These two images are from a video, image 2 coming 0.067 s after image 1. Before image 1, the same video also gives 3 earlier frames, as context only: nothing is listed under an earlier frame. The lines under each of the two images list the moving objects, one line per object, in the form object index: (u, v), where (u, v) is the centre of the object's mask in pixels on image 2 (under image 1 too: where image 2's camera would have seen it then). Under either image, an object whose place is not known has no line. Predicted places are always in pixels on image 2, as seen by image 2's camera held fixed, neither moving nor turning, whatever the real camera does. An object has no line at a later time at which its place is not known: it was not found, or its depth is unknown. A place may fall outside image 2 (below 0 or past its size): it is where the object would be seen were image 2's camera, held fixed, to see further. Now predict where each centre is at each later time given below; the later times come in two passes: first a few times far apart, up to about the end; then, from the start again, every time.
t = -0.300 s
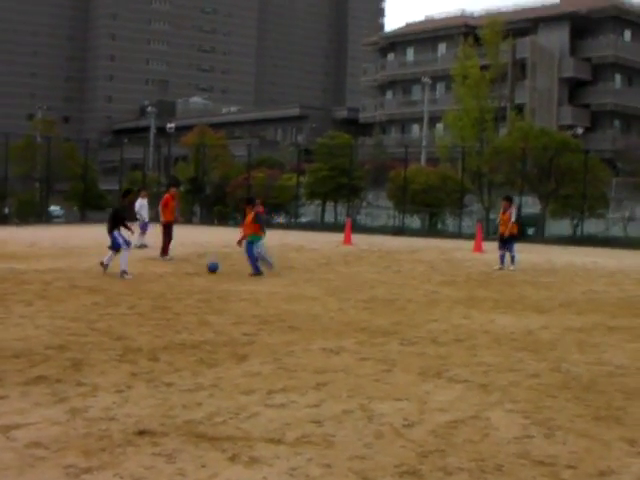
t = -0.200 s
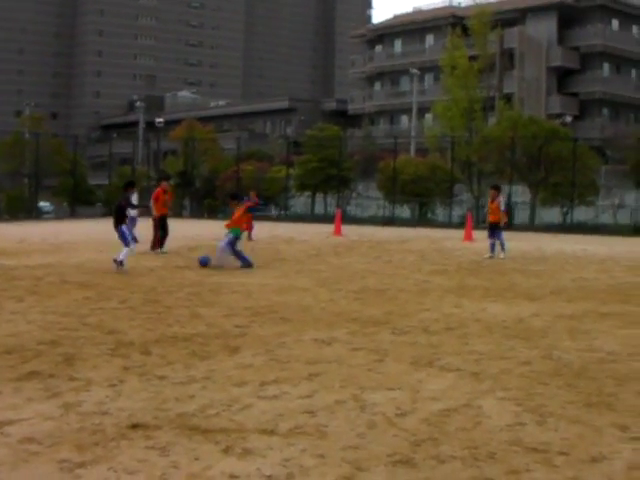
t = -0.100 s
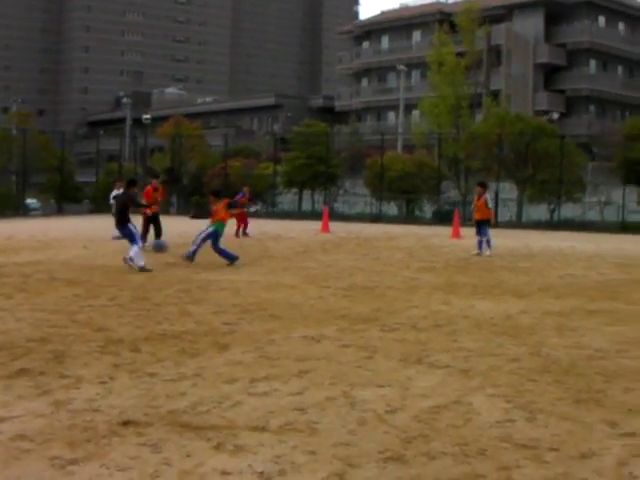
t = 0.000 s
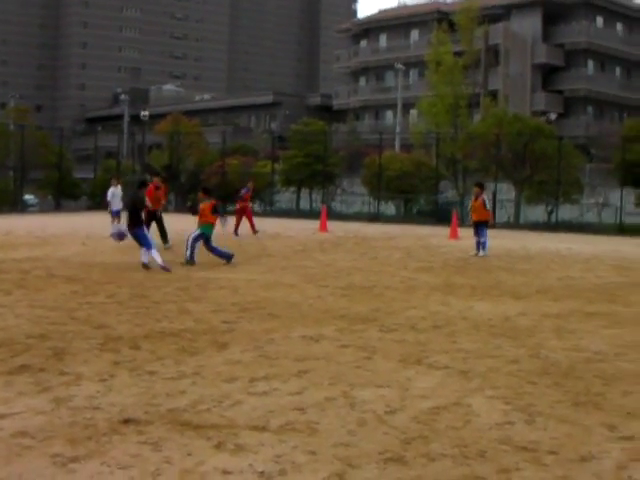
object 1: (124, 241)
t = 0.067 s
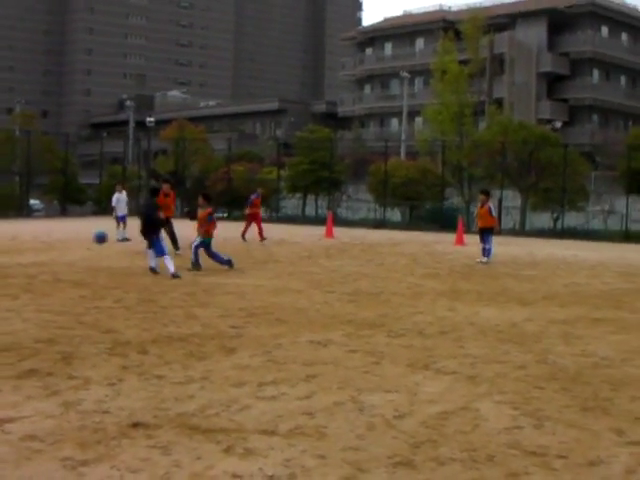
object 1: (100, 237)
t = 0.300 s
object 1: (4, 252)
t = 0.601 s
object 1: (-92, 252)
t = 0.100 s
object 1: (87, 237)
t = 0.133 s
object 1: (74, 237)
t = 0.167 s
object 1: (61, 239)
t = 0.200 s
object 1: (47, 241)
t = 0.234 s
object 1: (33, 244)
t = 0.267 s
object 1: (18, 248)
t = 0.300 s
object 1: (4, 252)
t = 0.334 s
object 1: (-11, 258)
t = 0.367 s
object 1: (-26, 264)
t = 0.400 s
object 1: (-37, 264)
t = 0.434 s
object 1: (-45, 260)
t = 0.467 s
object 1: (-54, 257)
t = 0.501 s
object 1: (-63, 255)
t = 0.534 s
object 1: (-72, 254)
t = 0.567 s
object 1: (-82, 252)
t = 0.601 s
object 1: (-92, 252)
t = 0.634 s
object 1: (-102, 253)
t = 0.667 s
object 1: (-113, 254)
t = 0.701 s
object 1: (-124, 257)
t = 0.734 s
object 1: (-136, 260)
